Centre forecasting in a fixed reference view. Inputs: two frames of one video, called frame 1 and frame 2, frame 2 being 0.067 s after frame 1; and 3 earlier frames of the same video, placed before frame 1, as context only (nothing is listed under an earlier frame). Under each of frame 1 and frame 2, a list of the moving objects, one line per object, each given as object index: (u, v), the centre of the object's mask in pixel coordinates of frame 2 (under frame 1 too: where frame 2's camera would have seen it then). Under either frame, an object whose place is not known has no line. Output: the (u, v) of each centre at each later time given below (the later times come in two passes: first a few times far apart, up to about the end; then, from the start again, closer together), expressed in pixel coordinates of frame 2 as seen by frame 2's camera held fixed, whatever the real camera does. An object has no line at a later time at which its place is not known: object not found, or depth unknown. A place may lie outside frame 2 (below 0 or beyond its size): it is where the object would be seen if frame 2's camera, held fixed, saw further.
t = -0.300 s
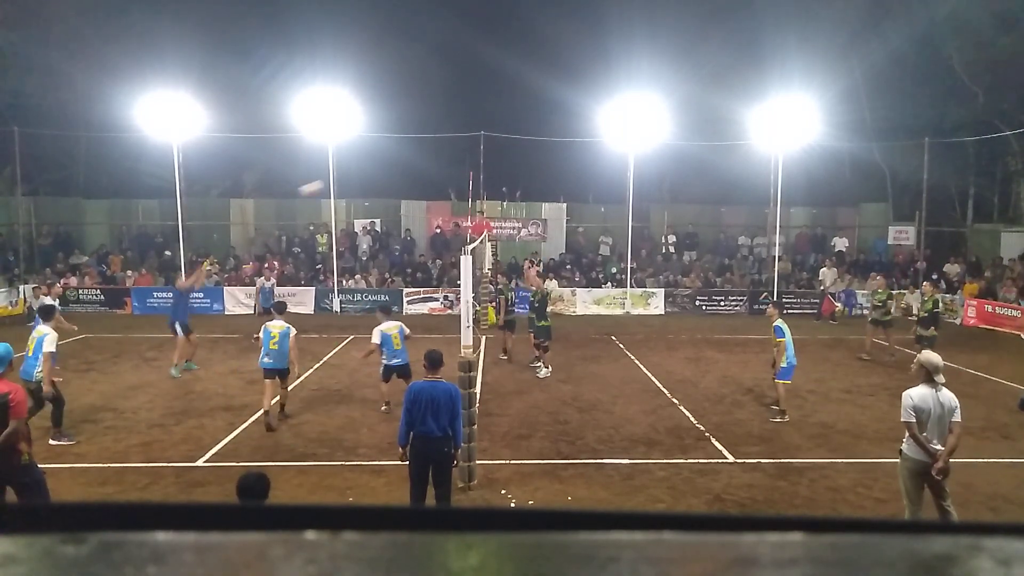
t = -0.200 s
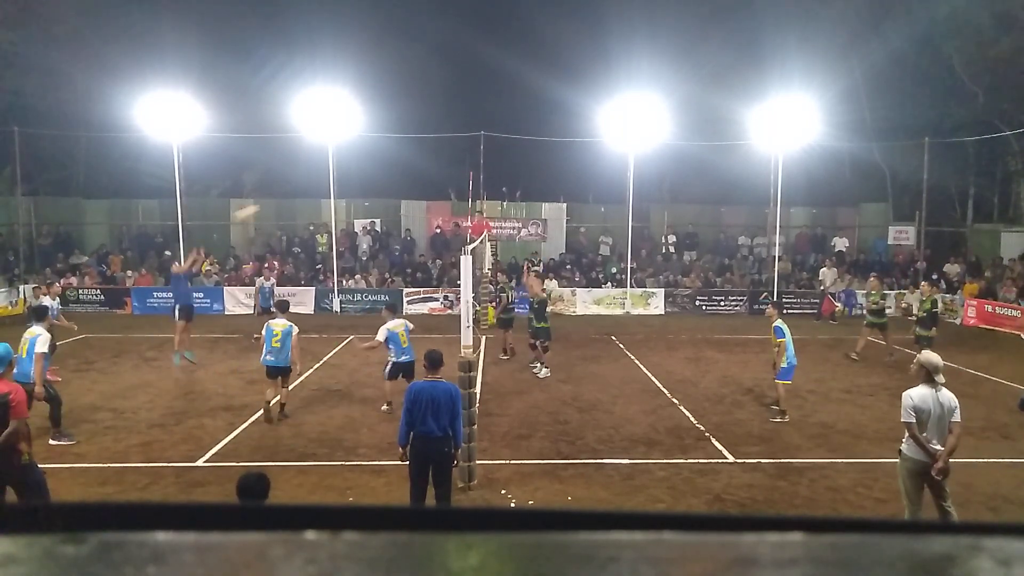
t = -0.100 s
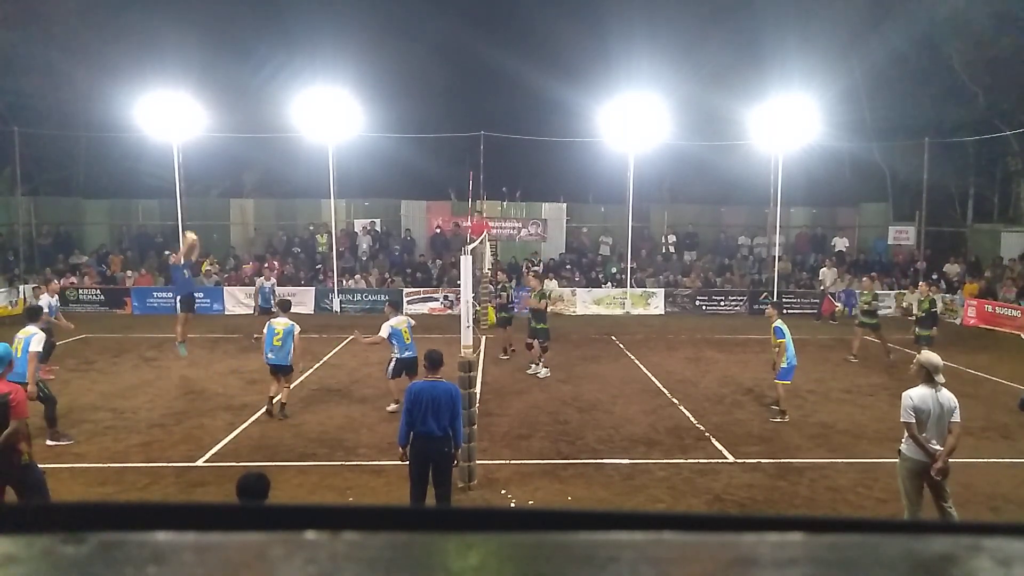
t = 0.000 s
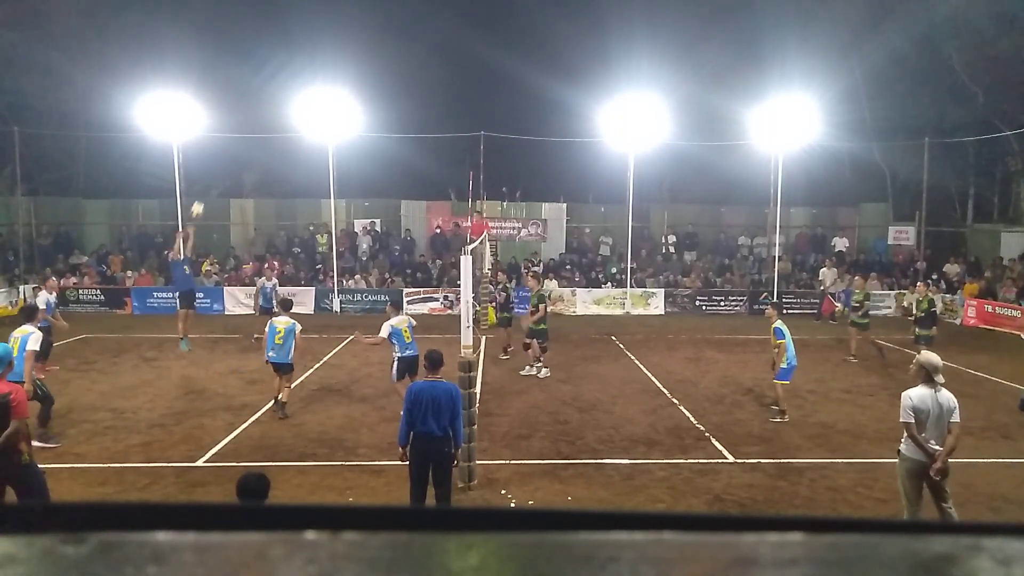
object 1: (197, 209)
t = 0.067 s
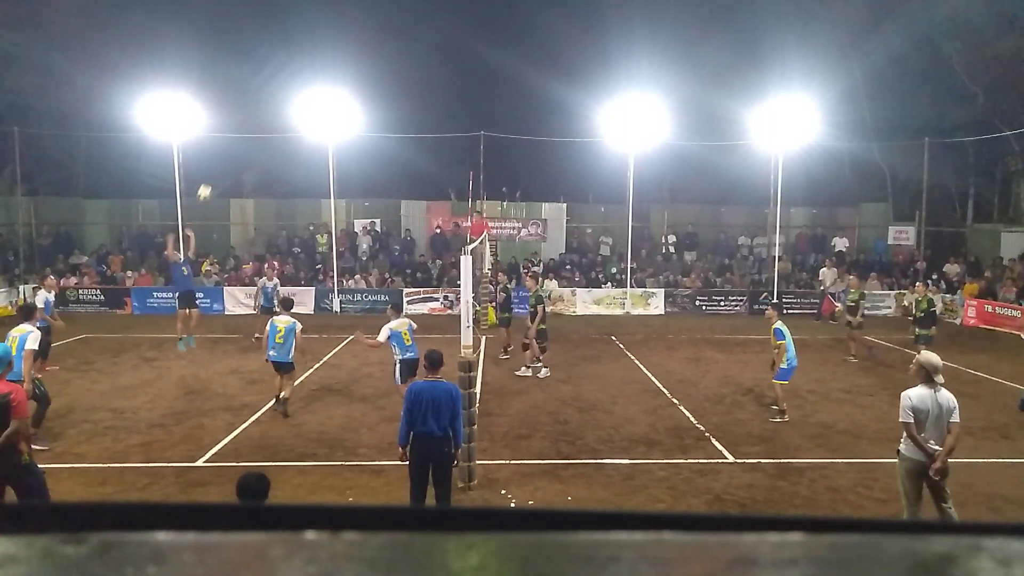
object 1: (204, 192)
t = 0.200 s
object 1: (219, 165)
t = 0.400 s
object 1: (241, 138)
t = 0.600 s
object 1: (264, 144)
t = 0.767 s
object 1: (284, 163)
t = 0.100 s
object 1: (208, 184)
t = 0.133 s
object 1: (212, 178)
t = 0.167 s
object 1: (215, 171)
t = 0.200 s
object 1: (219, 165)
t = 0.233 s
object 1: (222, 160)
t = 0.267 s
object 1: (226, 153)
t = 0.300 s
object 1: (230, 150)
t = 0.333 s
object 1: (233, 146)
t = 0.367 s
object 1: (237, 143)
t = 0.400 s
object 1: (241, 138)
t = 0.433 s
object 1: (245, 137)
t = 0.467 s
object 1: (248, 137)
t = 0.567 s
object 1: (260, 142)
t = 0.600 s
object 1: (264, 144)
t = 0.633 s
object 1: (268, 146)
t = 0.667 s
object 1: (272, 149)
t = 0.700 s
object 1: (276, 153)
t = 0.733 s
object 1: (281, 158)
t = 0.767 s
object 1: (284, 163)
